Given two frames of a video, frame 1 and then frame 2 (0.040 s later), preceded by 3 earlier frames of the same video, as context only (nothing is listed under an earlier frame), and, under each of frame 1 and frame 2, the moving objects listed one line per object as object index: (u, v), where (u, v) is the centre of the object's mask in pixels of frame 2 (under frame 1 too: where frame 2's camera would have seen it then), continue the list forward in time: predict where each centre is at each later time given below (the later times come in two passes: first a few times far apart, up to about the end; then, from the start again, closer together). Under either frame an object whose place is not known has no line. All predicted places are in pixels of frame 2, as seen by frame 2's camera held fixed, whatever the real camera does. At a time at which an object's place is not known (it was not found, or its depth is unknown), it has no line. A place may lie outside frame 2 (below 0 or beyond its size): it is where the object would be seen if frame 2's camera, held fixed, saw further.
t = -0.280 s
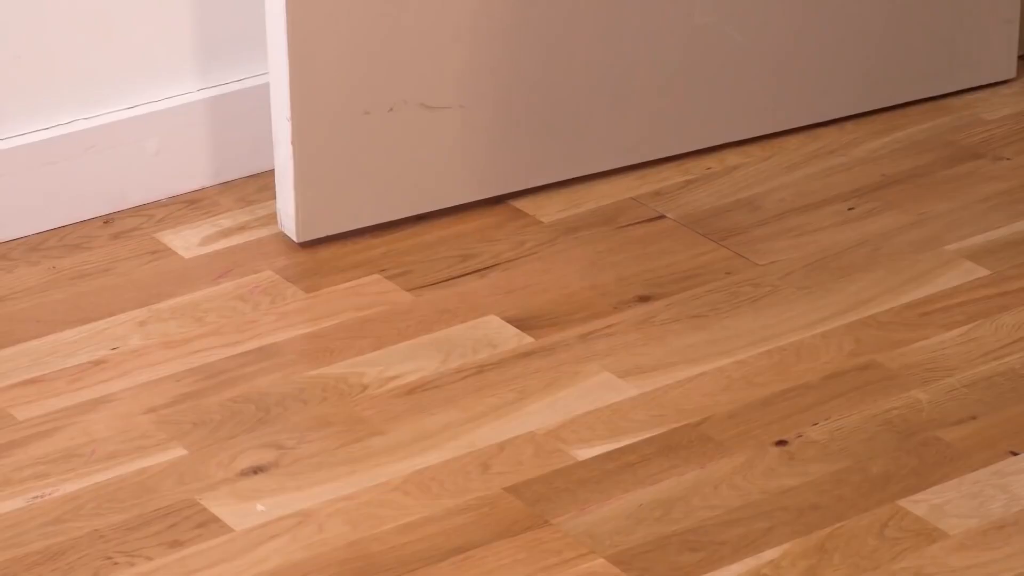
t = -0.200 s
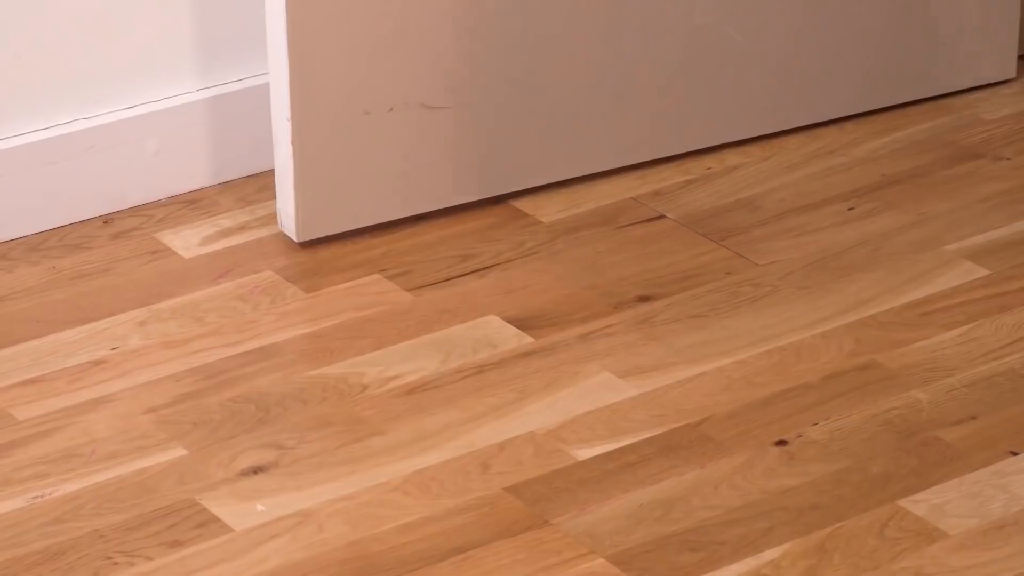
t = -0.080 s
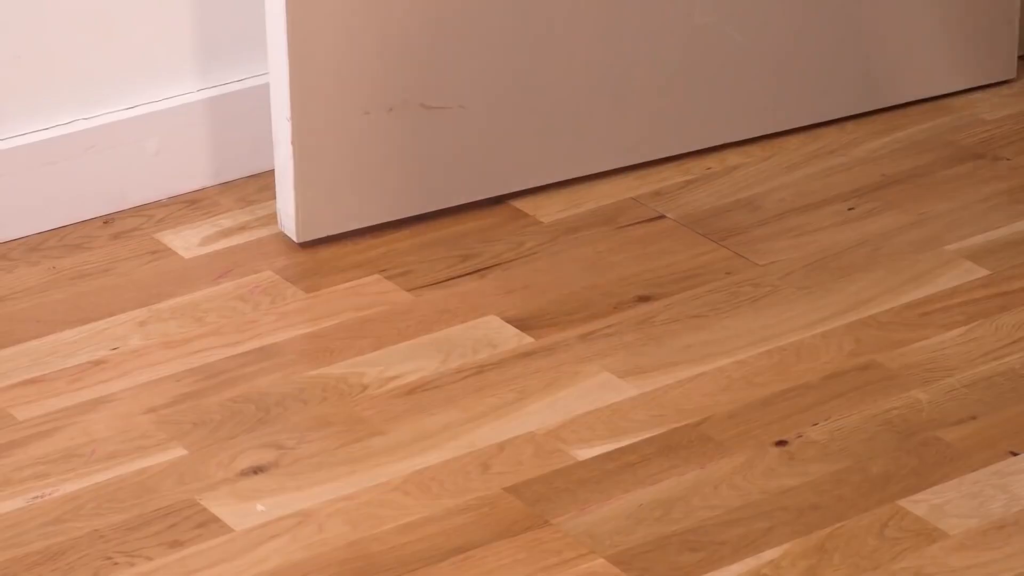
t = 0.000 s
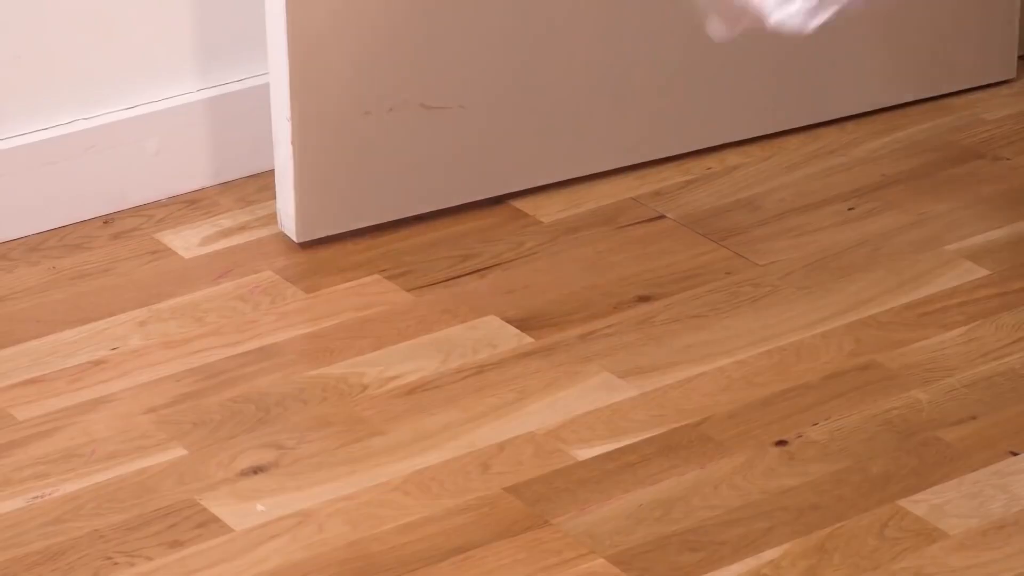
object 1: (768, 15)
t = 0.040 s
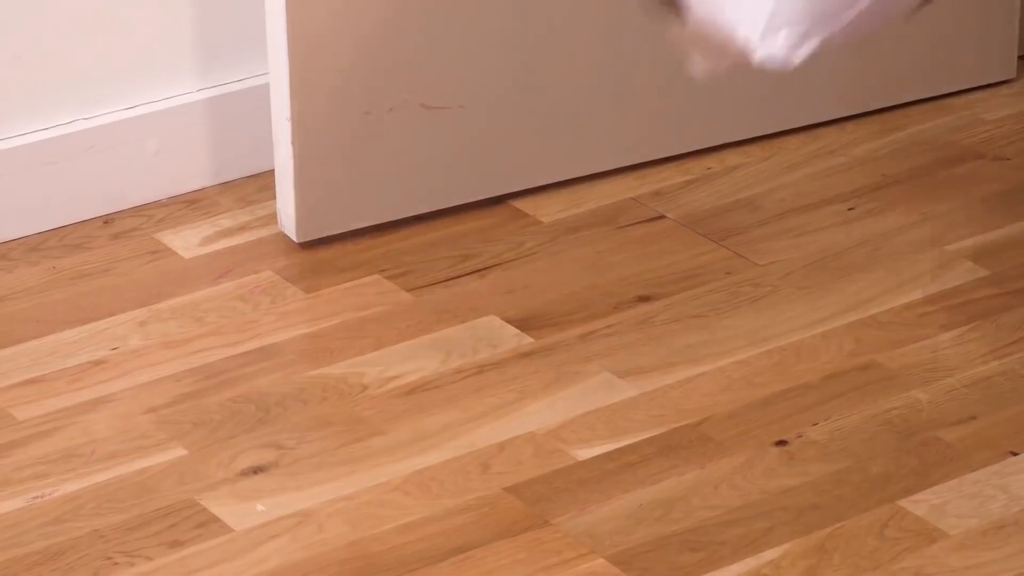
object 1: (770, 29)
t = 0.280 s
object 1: (618, 232)
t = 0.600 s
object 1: (425, 320)
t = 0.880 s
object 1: (376, 312)
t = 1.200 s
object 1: (445, 299)
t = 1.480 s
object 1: (441, 319)
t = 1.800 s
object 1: (450, 320)
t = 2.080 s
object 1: (449, 316)
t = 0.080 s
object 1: (748, 46)
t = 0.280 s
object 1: (618, 232)
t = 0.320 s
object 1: (593, 230)
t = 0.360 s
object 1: (566, 220)
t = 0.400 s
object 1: (539, 221)
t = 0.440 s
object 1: (513, 229)
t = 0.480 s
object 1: (488, 245)
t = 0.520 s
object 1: (463, 271)
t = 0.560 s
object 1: (441, 311)
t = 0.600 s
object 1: (425, 320)
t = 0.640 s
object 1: (411, 302)
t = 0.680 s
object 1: (400, 295)
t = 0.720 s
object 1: (388, 296)
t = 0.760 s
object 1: (379, 302)
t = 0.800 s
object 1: (374, 309)
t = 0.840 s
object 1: (373, 312)
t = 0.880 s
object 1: (376, 312)
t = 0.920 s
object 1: (383, 314)
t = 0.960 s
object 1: (390, 316)
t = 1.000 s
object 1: (399, 317)
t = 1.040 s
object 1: (409, 317)
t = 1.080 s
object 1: (419, 315)
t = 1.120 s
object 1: (429, 310)
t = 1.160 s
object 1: (439, 305)
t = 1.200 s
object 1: (445, 299)
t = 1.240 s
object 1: (450, 297)
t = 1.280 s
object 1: (453, 300)
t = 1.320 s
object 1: (452, 305)
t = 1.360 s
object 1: (451, 310)
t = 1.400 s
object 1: (447, 313)
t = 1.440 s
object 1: (444, 316)
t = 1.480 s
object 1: (441, 319)
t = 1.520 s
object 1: (438, 320)
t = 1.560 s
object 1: (435, 319)
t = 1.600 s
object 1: (435, 318)
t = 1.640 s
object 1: (435, 319)
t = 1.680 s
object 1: (439, 320)
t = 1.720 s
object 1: (443, 320)
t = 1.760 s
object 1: (447, 321)
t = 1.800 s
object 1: (450, 320)
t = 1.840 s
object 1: (453, 320)
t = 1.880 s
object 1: (454, 320)
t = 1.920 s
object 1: (454, 319)
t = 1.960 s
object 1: (454, 318)
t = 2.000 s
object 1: (454, 317)
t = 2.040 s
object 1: (451, 316)
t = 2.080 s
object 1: (449, 316)
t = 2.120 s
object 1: (447, 316)
